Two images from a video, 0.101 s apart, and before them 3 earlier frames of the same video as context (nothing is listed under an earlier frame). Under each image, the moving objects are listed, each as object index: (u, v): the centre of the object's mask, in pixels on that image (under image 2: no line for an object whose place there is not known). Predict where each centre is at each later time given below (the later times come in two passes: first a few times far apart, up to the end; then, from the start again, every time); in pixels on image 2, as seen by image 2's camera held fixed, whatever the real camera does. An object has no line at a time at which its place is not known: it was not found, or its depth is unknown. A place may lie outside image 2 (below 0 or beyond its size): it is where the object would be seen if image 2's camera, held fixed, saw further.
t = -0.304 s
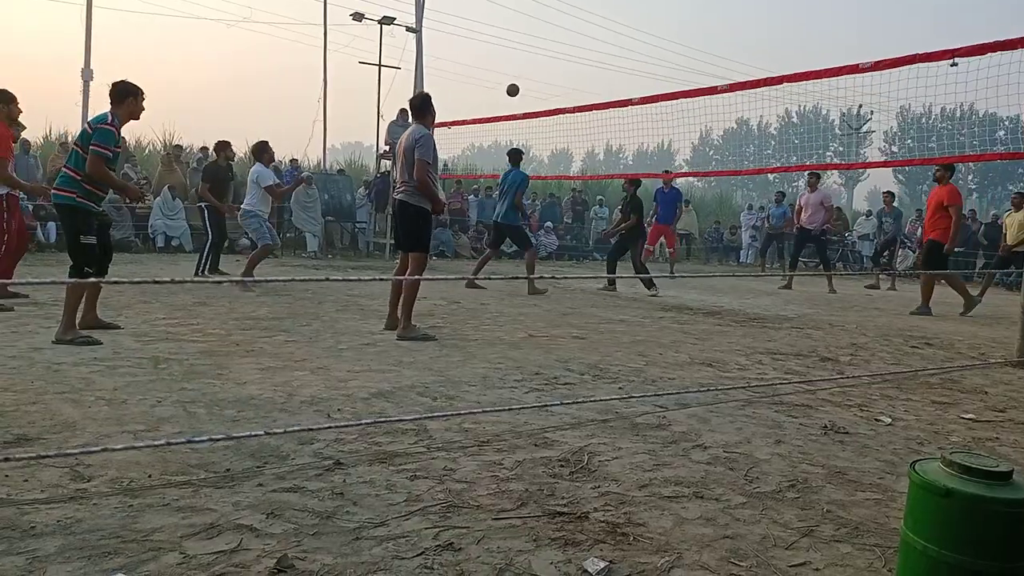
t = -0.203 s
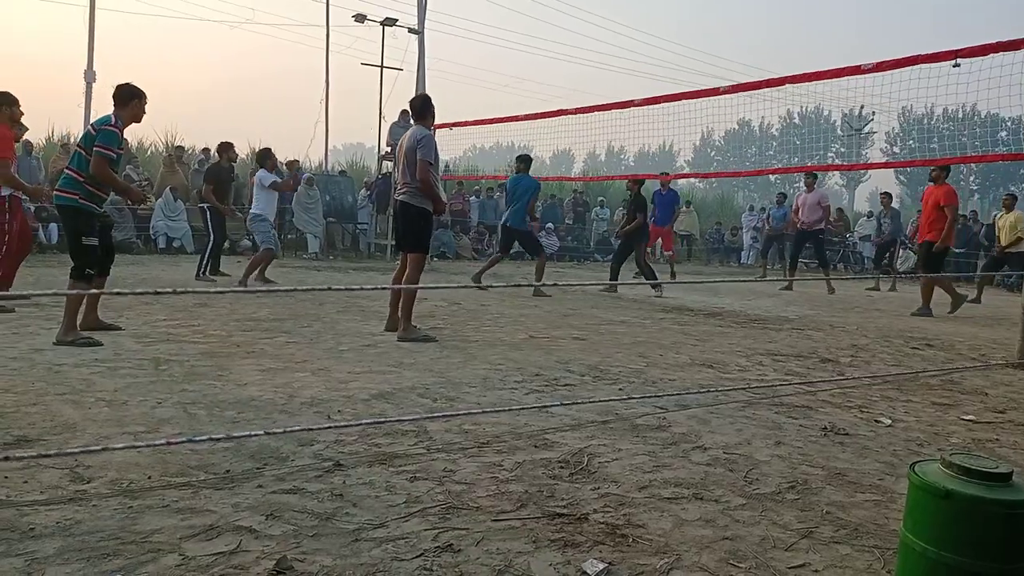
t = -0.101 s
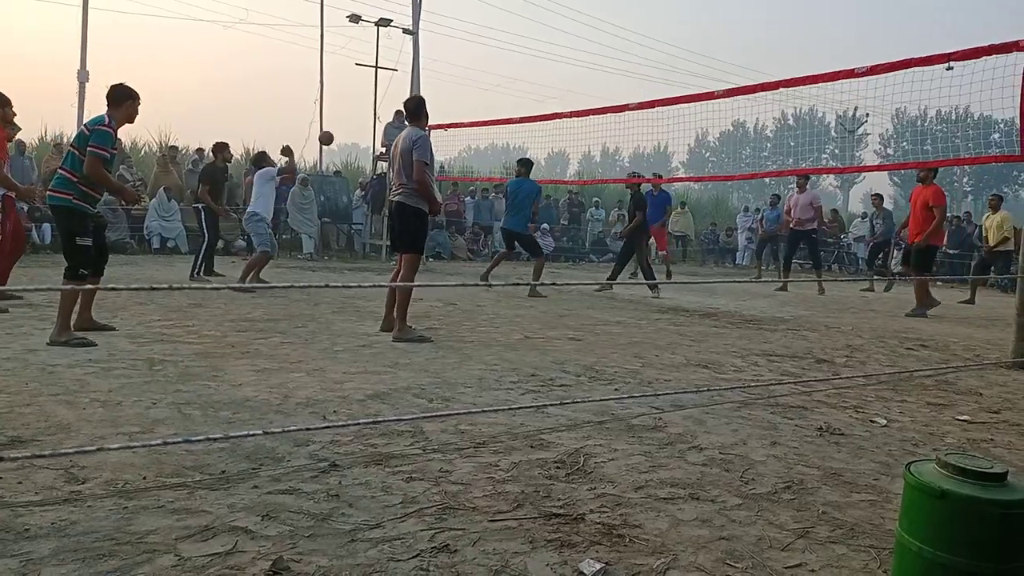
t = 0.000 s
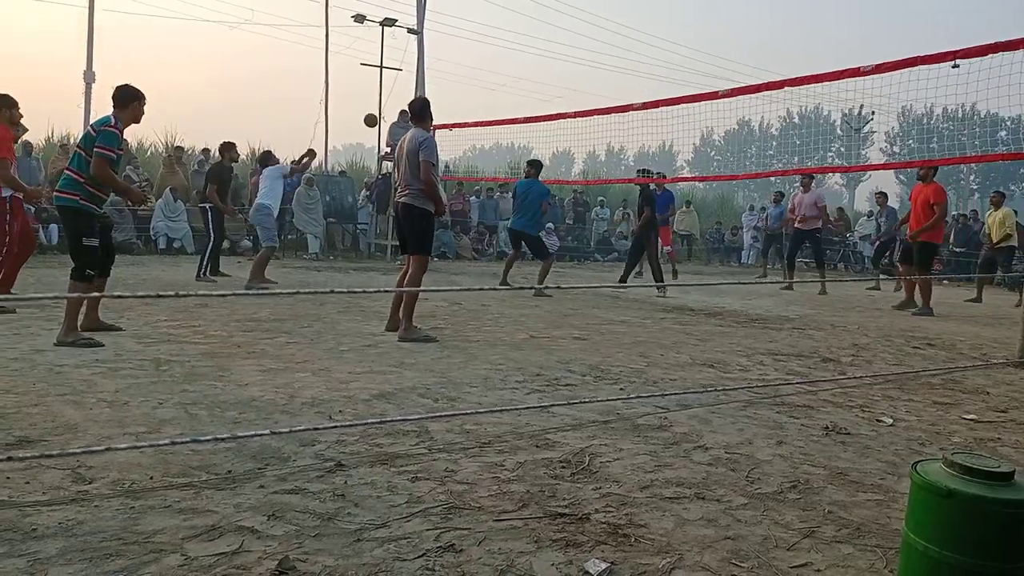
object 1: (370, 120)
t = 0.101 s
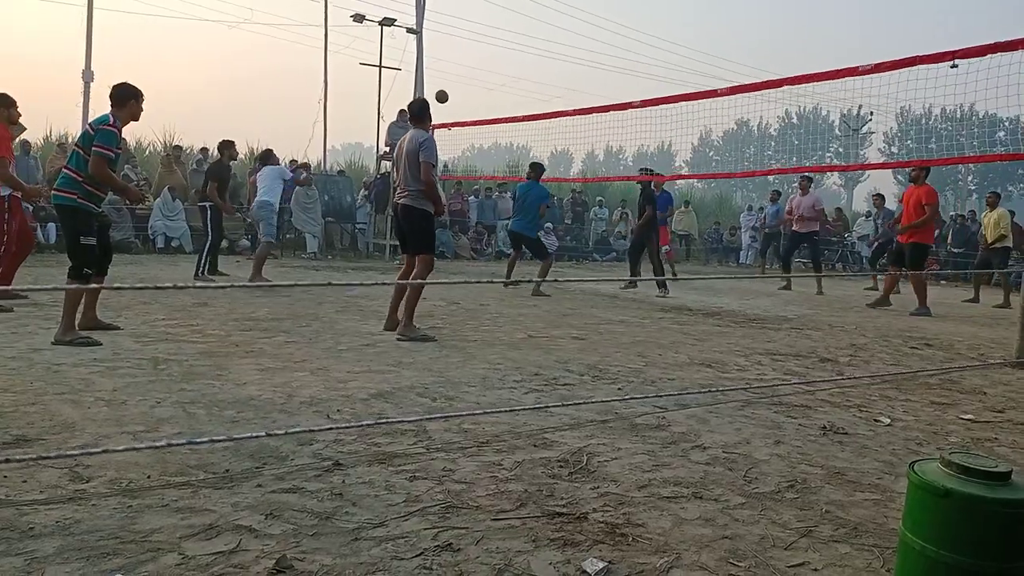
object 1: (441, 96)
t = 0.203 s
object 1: (506, 84)
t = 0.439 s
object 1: (634, 87)
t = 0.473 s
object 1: (650, 90)
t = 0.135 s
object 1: (464, 91)
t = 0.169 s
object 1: (485, 87)
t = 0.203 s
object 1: (506, 84)
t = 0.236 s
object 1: (526, 81)
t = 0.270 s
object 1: (546, 80)
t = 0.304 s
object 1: (564, 79)
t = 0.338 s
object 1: (582, 80)
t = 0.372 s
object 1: (600, 81)
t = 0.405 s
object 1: (618, 84)
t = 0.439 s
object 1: (634, 87)
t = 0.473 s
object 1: (650, 90)
